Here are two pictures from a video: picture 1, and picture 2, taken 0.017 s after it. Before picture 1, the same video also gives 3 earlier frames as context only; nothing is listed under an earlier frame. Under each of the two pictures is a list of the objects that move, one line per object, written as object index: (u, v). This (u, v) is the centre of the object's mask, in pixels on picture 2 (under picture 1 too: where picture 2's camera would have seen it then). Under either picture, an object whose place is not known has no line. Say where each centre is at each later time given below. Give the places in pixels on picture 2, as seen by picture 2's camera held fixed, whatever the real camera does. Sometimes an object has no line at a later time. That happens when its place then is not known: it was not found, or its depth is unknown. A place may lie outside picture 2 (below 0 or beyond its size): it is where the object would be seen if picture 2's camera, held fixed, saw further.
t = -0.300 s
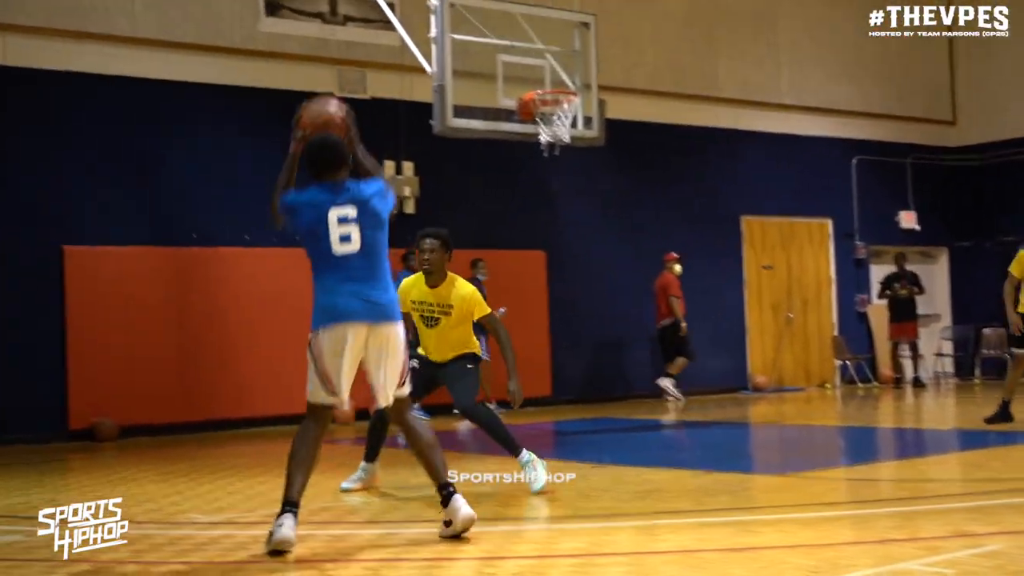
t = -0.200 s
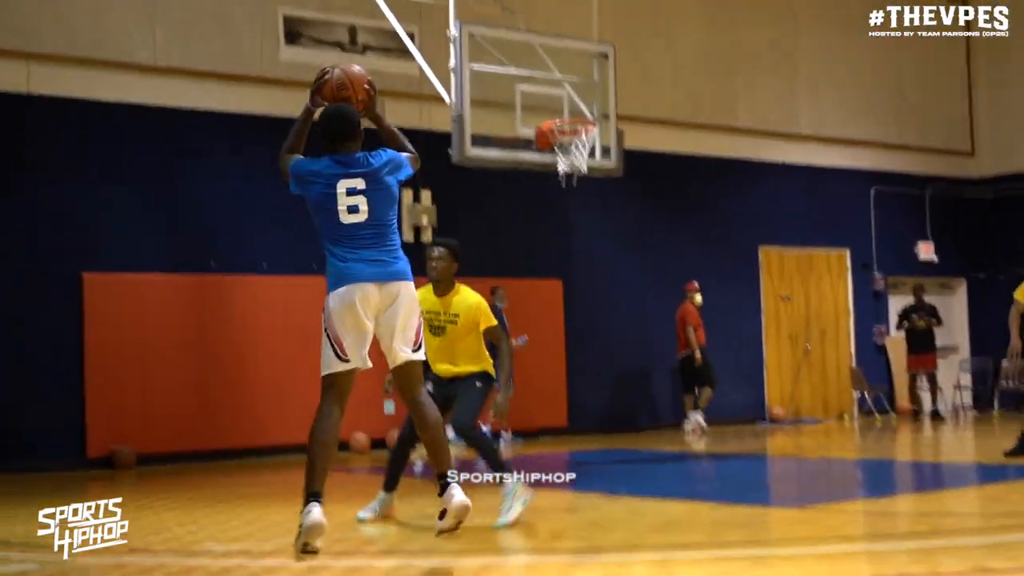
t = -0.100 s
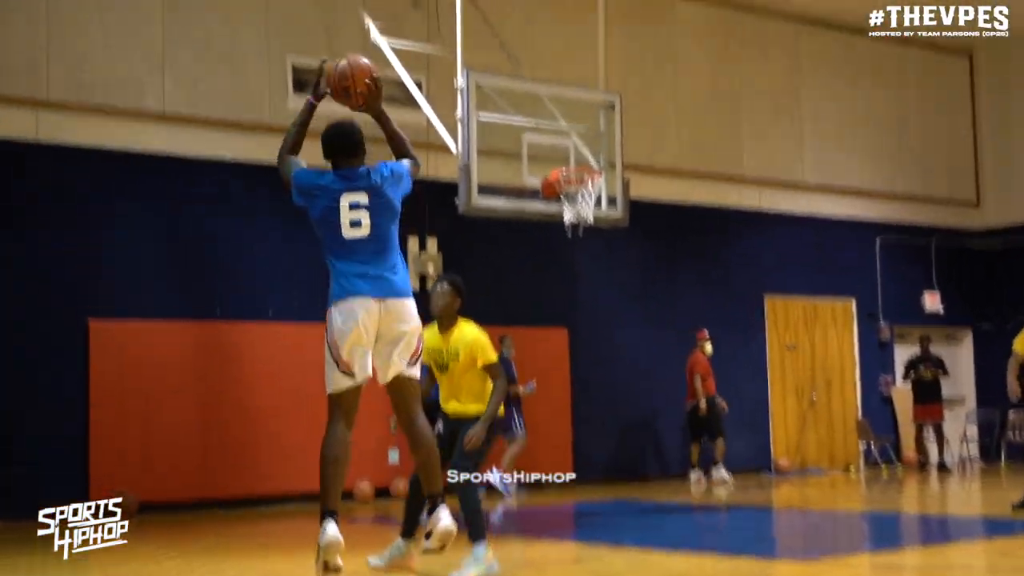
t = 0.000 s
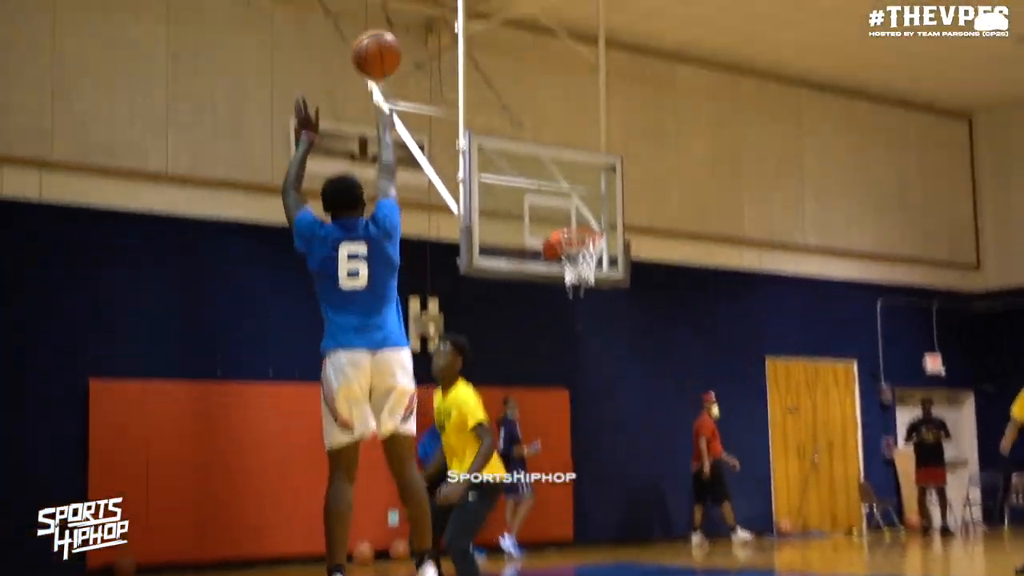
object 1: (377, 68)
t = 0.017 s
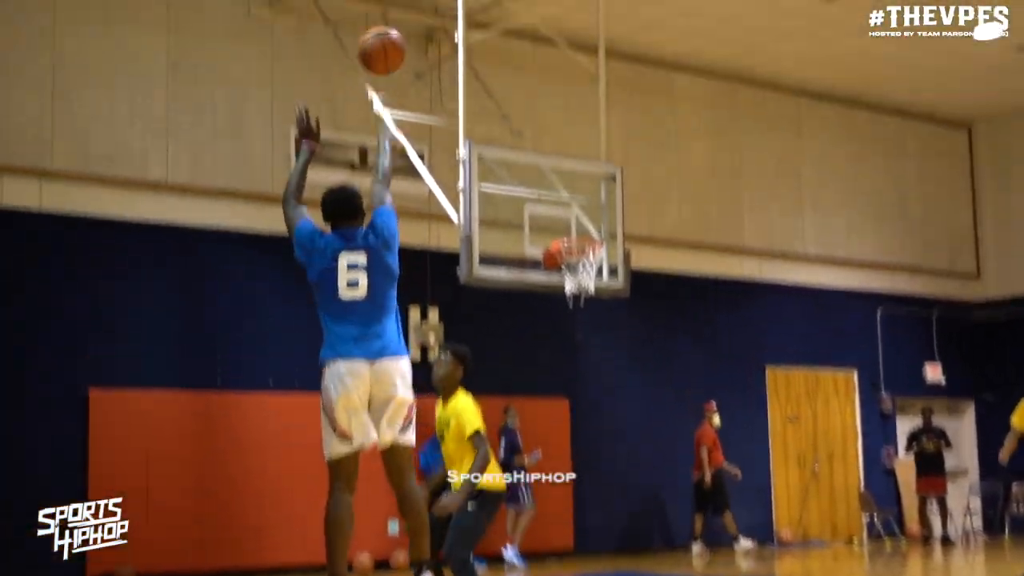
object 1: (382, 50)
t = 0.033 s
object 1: (385, 36)
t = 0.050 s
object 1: (389, 25)
